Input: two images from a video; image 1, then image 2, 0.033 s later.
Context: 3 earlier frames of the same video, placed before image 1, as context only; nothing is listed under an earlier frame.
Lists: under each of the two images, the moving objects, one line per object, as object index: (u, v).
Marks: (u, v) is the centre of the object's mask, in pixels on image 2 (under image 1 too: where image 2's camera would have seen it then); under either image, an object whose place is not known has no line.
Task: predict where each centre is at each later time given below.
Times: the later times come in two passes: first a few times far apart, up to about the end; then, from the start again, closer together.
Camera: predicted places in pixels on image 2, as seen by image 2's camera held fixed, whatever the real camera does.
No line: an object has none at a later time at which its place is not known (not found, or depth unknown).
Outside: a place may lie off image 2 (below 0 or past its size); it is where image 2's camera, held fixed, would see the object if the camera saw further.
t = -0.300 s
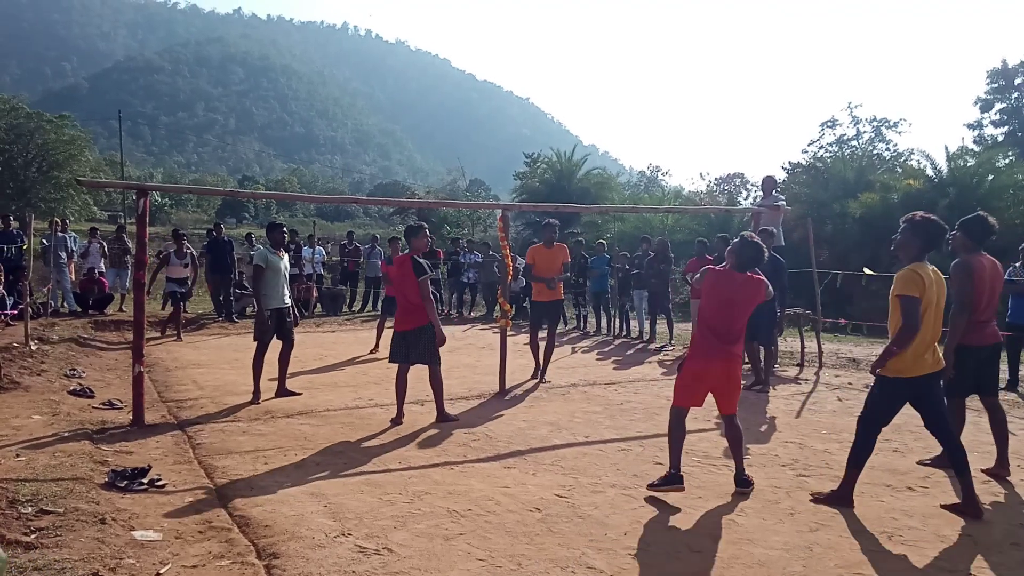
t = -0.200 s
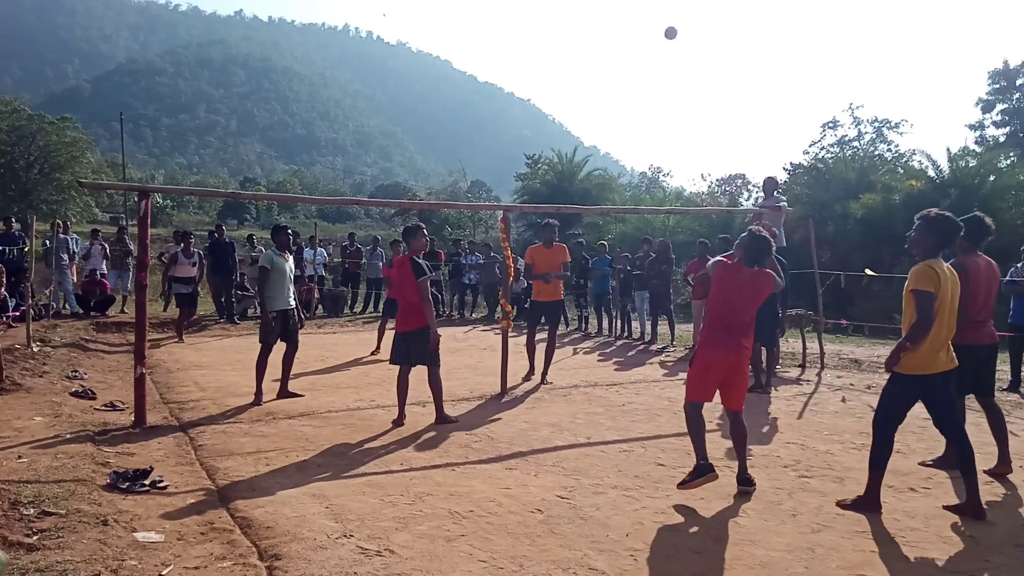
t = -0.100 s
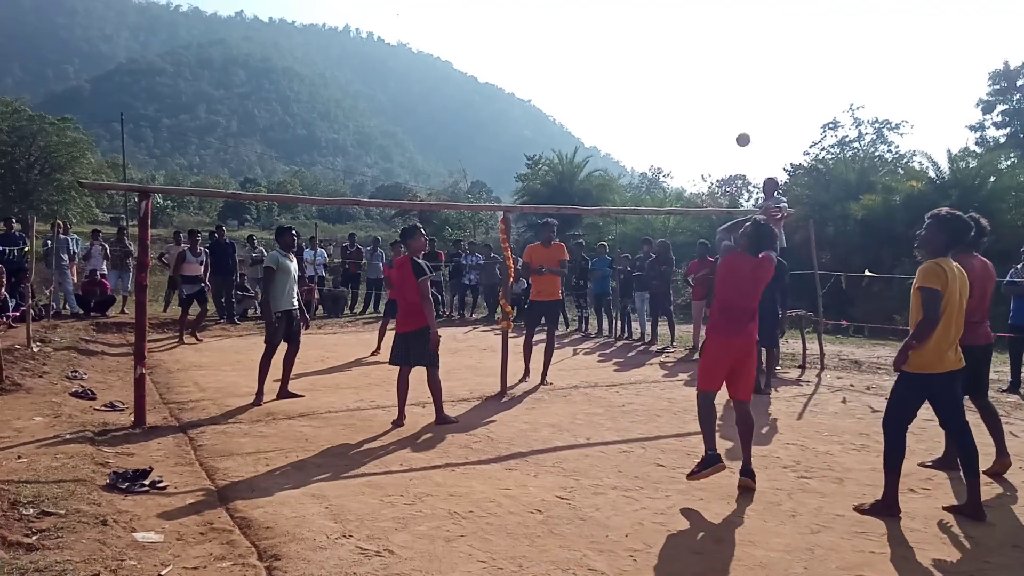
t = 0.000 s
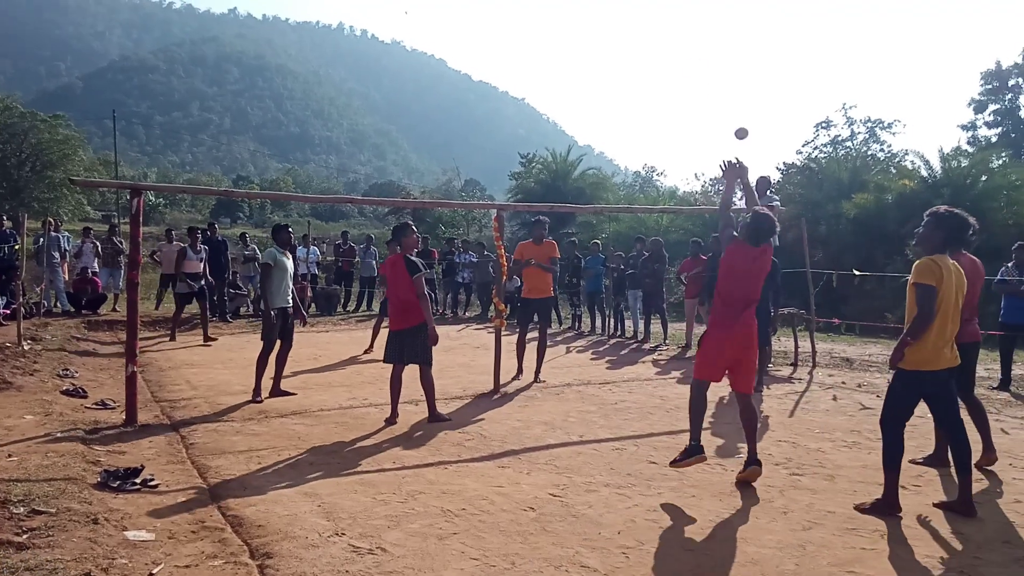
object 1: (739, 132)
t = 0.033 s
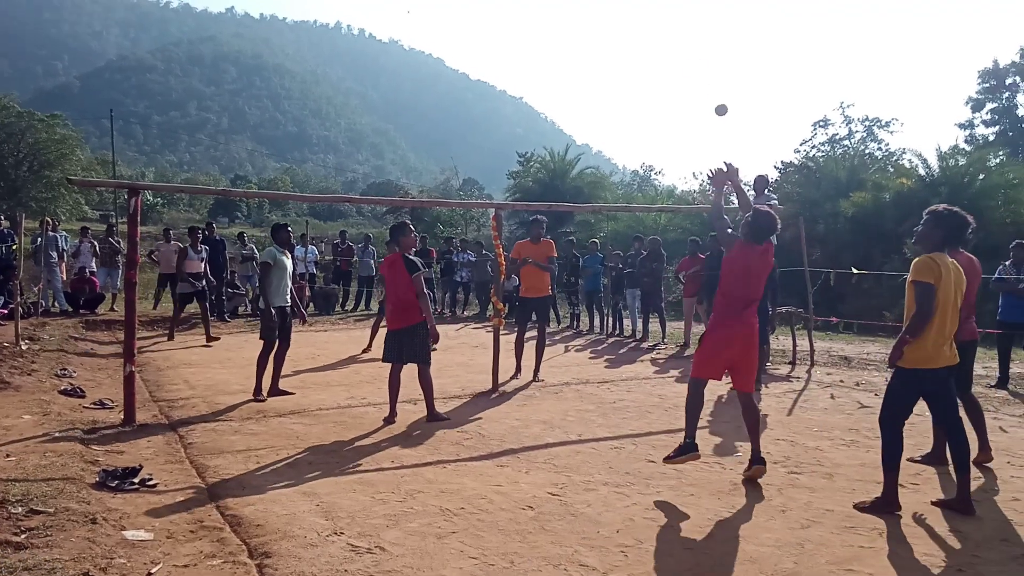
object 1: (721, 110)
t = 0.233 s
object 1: (634, 27)
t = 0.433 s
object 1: (571, 9)
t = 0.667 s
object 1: (518, 39)
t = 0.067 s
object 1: (704, 90)
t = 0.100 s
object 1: (688, 73)
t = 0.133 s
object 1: (673, 58)
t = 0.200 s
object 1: (646, 35)
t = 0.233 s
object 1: (634, 27)
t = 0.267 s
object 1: (622, 20)
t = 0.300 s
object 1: (611, 15)
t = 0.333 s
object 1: (600, 12)
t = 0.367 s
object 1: (589, 10)
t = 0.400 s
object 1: (580, 9)
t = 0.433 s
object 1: (571, 9)
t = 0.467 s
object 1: (562, 11)
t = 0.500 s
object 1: (554, 13)
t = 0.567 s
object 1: (538, 21)
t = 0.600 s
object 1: (531, 26)
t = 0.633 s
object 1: (524, 33)
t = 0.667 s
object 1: (518, 39)
